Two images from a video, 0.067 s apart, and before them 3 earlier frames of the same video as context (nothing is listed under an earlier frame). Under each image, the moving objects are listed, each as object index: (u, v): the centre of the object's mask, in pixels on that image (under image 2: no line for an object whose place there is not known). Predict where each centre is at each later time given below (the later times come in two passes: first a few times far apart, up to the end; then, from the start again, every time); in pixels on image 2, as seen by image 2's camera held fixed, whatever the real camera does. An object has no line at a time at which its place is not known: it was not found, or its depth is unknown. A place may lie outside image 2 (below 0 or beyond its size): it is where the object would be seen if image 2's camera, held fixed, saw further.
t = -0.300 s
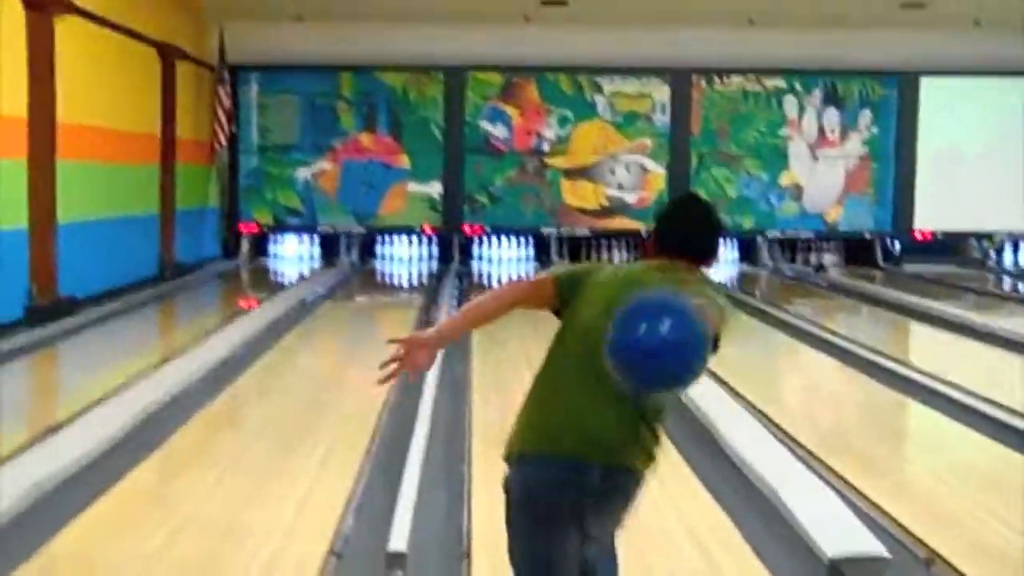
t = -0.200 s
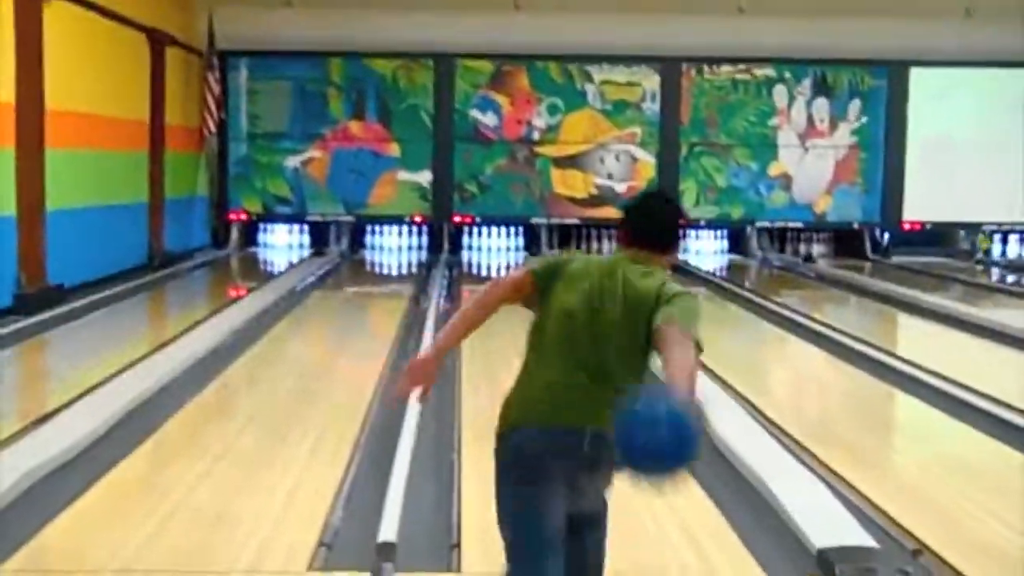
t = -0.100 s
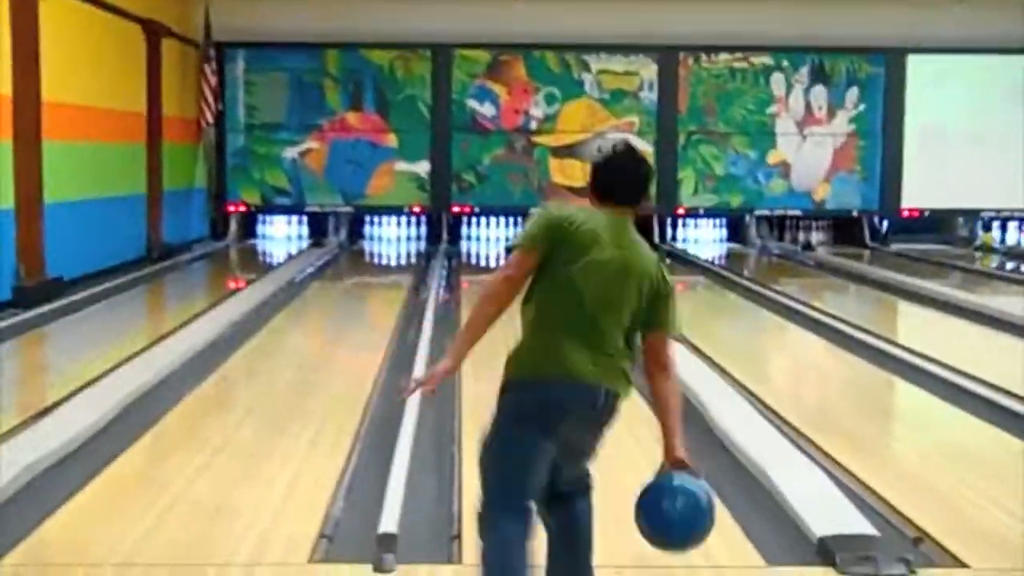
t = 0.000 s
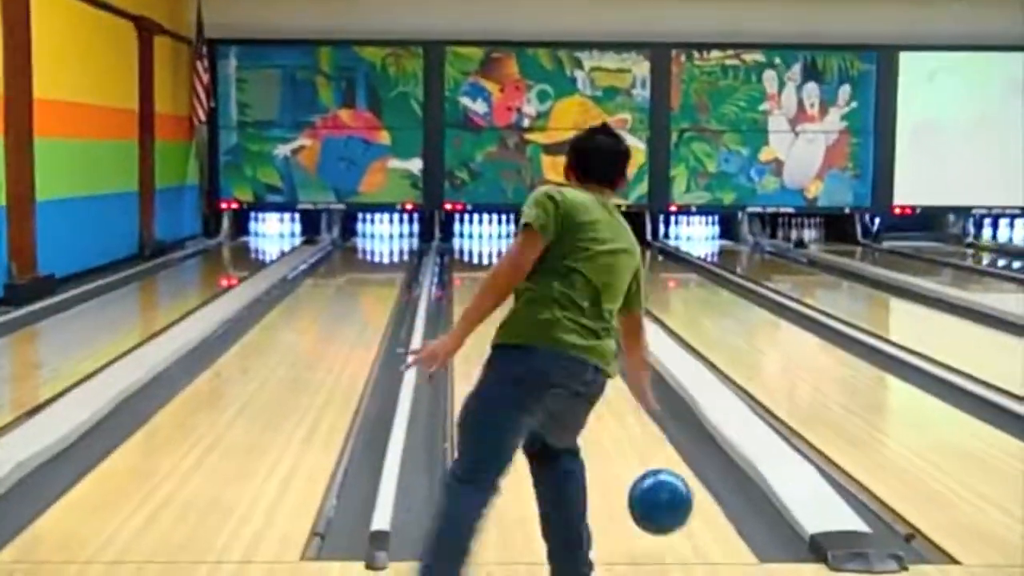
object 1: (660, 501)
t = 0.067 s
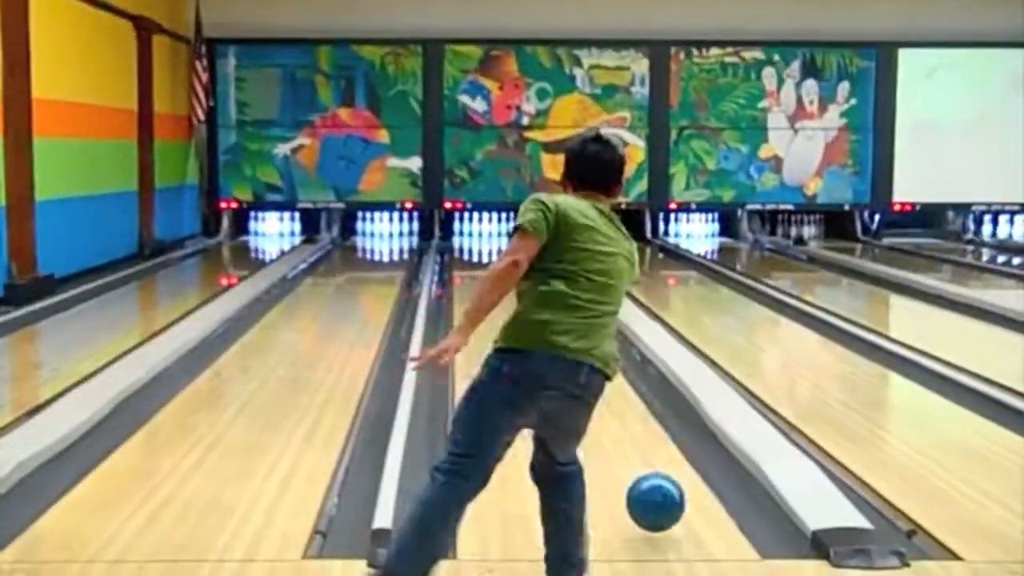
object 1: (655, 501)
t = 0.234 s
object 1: (644, 438)
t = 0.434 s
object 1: (636, 382)
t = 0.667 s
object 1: (620, 346)
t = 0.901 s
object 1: (593, 317)
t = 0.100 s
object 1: (652, 493)
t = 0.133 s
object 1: (650, 476)
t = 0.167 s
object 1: (648, 463)
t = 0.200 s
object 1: (646, 449)
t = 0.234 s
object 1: (644, 438)
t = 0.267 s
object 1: (643, 426)
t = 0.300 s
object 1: (641, 416)
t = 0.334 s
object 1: (640, 408)
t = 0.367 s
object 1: (638, 399)
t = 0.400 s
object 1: (637, 390)
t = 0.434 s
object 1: (636, 382)
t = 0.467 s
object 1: (634, 375)
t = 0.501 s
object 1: (633, 368)
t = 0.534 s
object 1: (632, 363)
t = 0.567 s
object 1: (631, 359)
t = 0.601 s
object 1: (630, 358)
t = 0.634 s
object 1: (628, 355)
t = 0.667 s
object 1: (620, 346)
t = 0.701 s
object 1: (613, 339)
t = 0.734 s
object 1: (609, 334)
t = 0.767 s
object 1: (604, 329)
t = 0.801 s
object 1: (601, 326)
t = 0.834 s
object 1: (597, 322)
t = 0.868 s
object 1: (595, 319)
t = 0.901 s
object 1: (593, 317)
